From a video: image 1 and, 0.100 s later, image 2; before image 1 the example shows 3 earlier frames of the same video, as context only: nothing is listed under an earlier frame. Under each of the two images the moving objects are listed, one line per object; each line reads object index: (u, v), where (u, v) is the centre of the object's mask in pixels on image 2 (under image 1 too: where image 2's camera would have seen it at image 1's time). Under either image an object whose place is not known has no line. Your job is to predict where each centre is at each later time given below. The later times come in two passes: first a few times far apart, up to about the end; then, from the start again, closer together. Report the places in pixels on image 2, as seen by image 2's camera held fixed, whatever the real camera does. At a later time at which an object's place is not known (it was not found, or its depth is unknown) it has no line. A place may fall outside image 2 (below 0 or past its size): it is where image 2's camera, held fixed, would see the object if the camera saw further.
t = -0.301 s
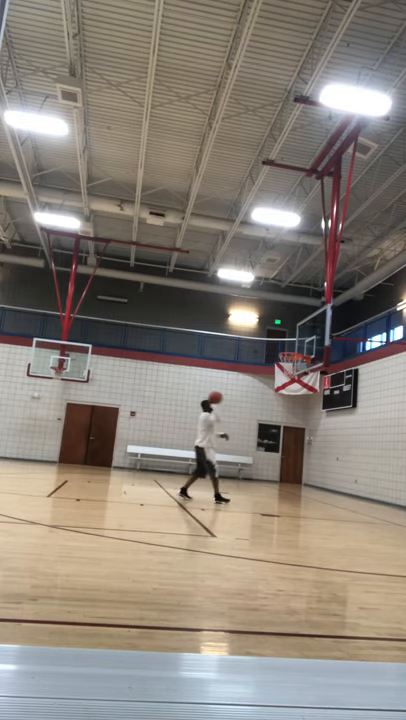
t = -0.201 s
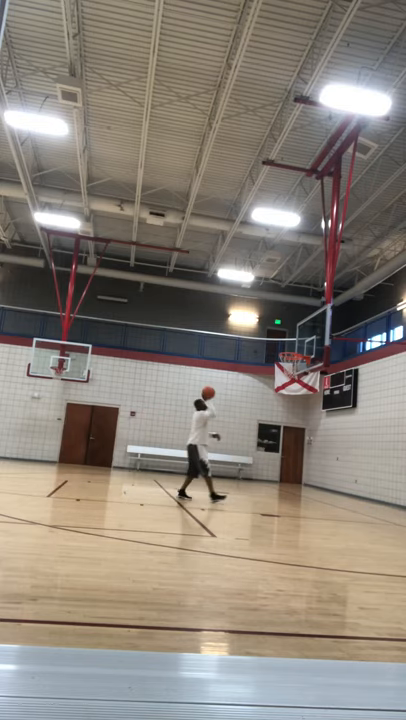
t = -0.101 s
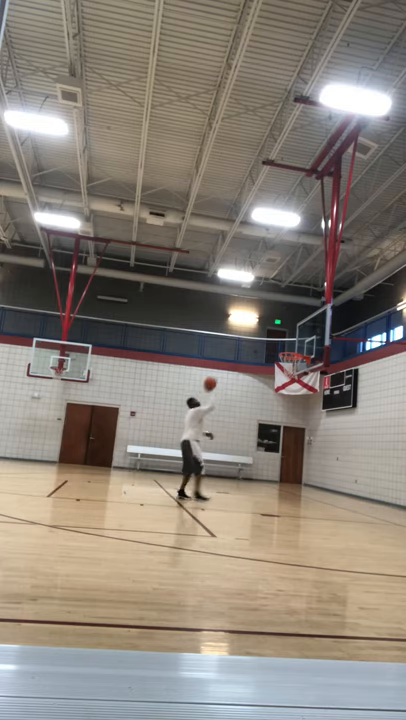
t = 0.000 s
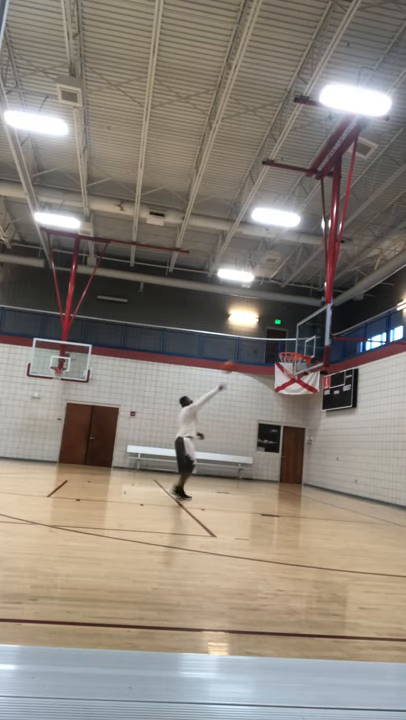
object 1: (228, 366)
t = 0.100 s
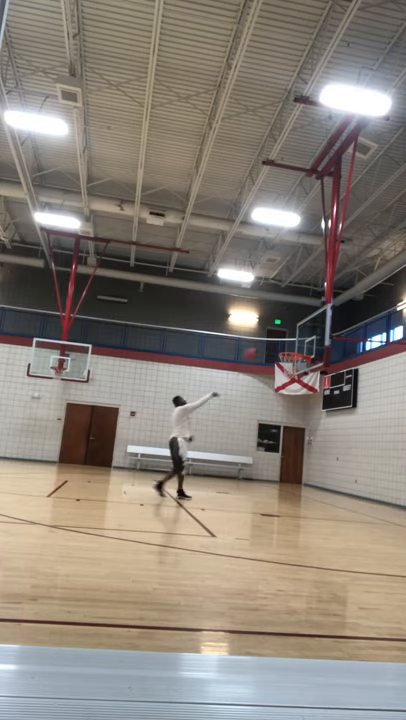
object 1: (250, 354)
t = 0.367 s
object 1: (305, 347)
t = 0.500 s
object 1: (300, 354)
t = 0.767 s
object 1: (256, 394)
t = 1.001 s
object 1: (213, 459)
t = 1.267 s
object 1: (180, 448)
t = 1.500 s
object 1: (157, 417)
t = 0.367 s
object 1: (305, 347)
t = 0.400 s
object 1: (311, 349)
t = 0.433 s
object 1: (311, 350)
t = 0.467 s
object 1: (307, 351)
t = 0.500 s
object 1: (300, 354)
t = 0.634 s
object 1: (279, 371)
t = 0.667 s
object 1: (271, 375)
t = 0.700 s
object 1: (267, 380)
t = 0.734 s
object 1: (260, 387)
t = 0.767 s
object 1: (256, 394)
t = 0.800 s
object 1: (249, 402)
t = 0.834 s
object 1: (244, 409)
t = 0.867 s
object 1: (238, 418)
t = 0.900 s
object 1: (231, 428)
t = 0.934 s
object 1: (225, 438)
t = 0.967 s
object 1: (218, 448)
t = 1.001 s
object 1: (213, 459)
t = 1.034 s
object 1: (205, 471)
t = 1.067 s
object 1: (200, 484)
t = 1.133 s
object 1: (192, 483)
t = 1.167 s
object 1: (188, 473)
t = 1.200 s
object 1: (186, 464)
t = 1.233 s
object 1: (183, 457)
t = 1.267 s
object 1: (180, 448)
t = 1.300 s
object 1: (177, 443)
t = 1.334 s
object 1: (173, 437)
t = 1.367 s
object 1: (170, 432)
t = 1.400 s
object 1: (167, 428)
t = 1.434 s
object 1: (164, 424)
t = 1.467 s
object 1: (161, 420)
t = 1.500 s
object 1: (157, 417)
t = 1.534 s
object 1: (154, 415)
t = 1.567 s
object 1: (150, 413)
